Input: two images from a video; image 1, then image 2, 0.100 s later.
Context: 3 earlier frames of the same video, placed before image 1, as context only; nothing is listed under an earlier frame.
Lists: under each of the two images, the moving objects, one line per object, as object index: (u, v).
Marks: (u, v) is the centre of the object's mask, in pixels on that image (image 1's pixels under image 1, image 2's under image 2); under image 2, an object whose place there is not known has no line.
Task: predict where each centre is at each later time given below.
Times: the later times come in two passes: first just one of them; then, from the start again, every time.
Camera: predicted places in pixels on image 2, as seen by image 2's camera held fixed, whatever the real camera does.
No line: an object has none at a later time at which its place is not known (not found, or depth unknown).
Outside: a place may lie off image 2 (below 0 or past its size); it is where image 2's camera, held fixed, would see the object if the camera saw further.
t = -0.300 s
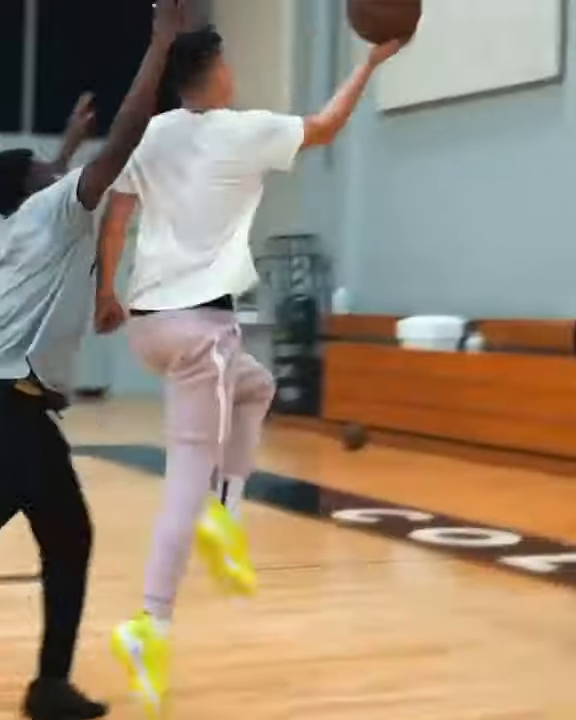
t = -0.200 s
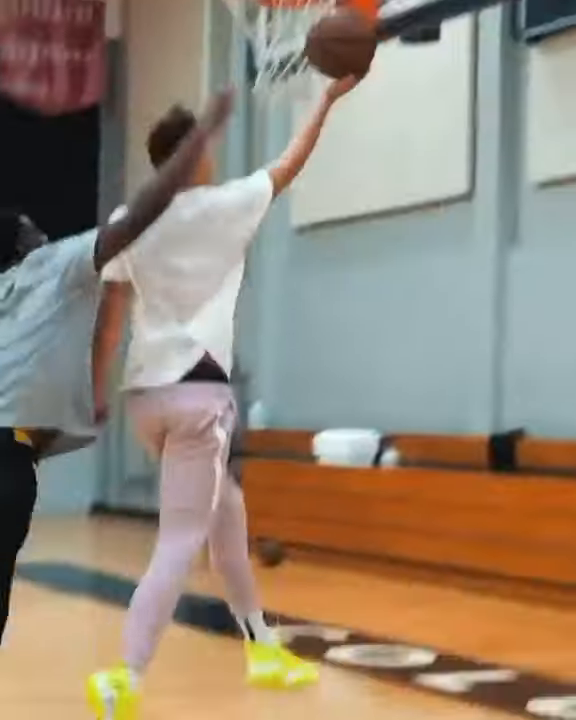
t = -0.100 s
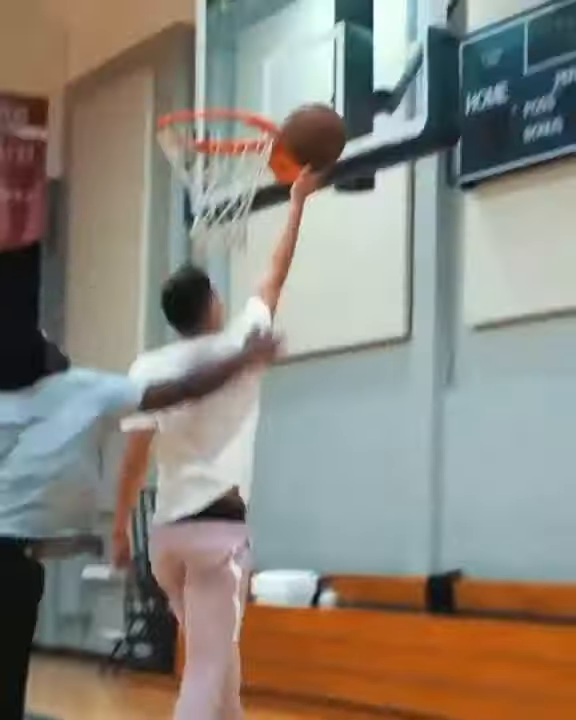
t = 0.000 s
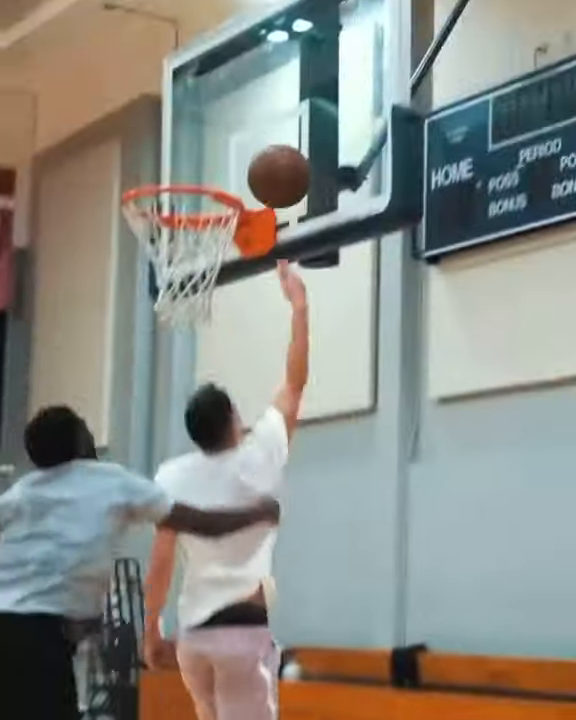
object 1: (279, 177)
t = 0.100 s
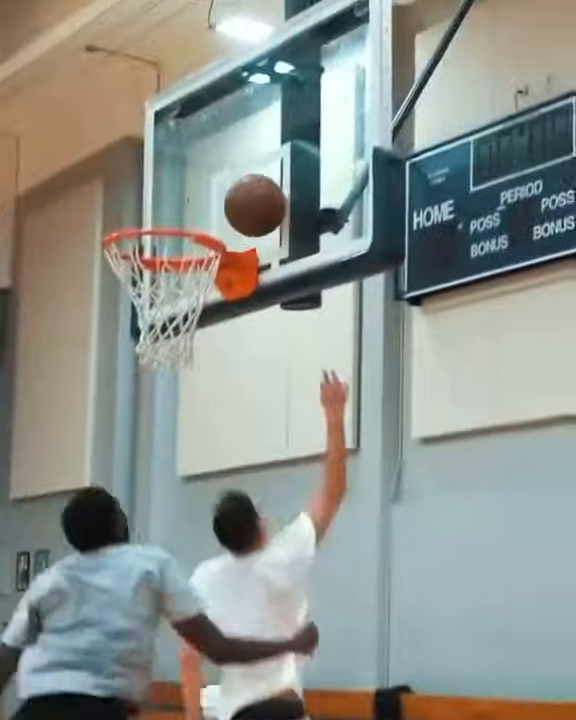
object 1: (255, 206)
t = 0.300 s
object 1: (188, 217)
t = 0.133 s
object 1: (244, 202)
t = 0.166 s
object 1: (233, 201)
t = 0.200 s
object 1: (218, 204)
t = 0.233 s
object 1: (208, 207)
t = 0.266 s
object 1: (198, 212)
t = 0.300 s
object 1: (188, 217)
